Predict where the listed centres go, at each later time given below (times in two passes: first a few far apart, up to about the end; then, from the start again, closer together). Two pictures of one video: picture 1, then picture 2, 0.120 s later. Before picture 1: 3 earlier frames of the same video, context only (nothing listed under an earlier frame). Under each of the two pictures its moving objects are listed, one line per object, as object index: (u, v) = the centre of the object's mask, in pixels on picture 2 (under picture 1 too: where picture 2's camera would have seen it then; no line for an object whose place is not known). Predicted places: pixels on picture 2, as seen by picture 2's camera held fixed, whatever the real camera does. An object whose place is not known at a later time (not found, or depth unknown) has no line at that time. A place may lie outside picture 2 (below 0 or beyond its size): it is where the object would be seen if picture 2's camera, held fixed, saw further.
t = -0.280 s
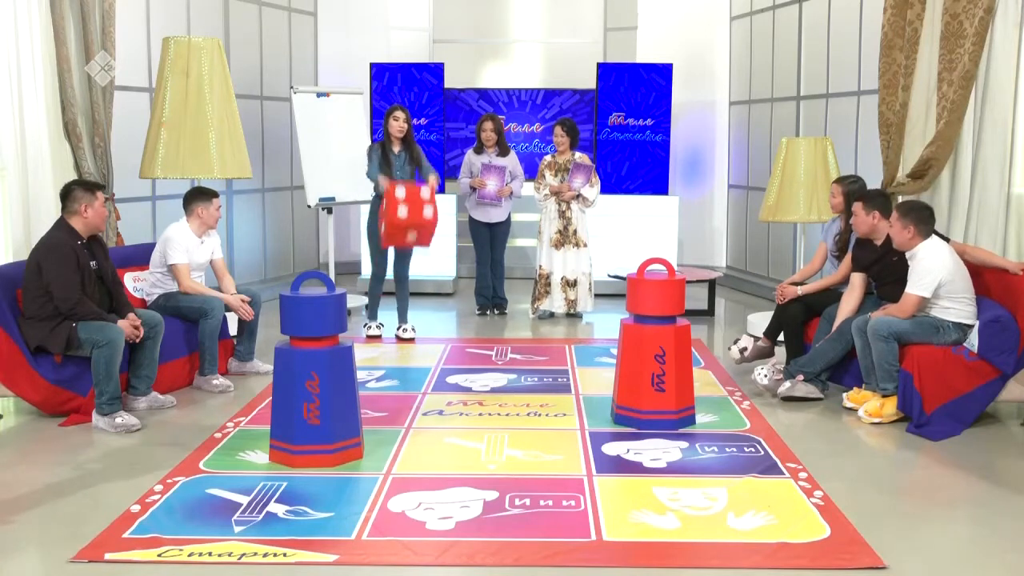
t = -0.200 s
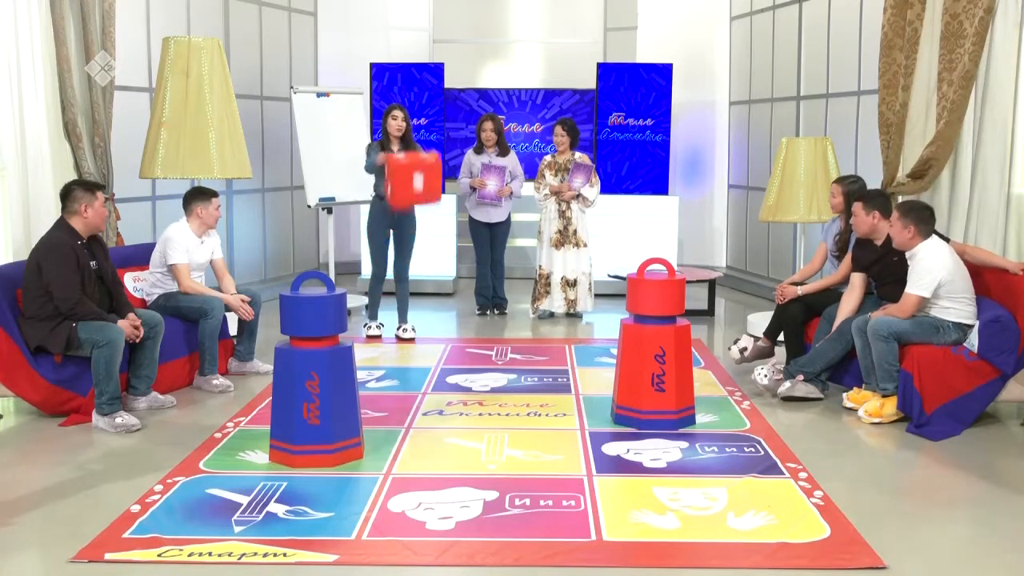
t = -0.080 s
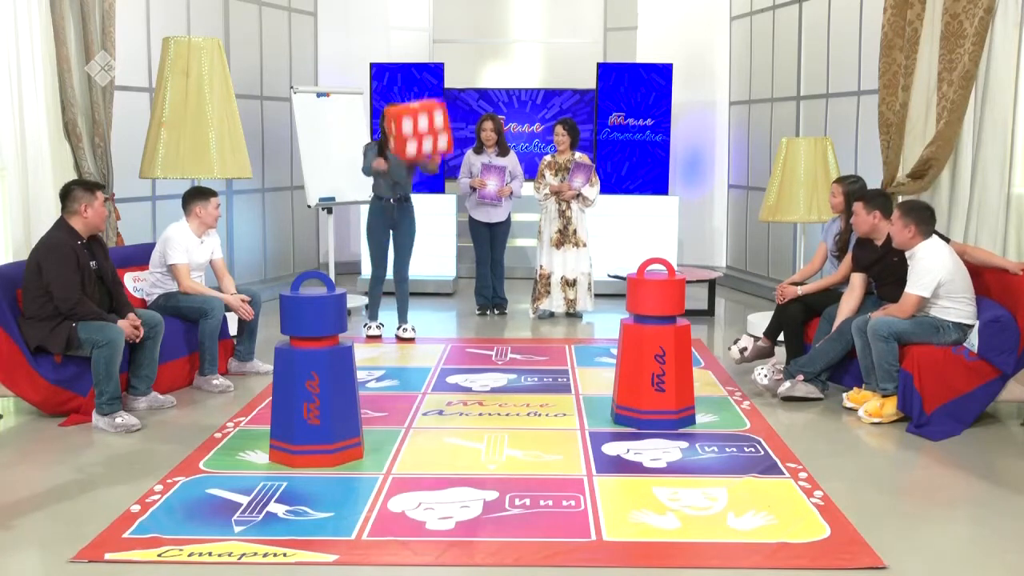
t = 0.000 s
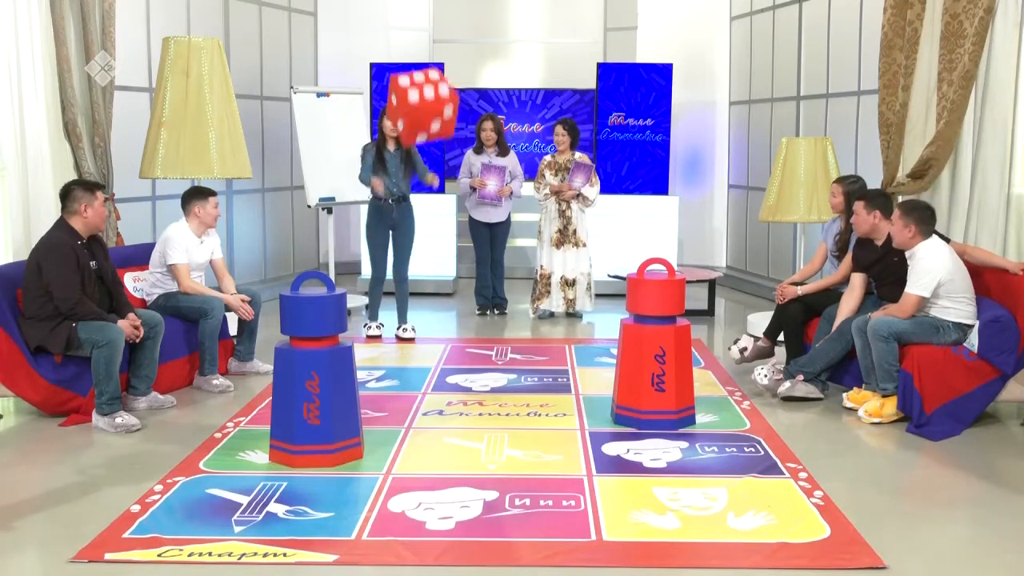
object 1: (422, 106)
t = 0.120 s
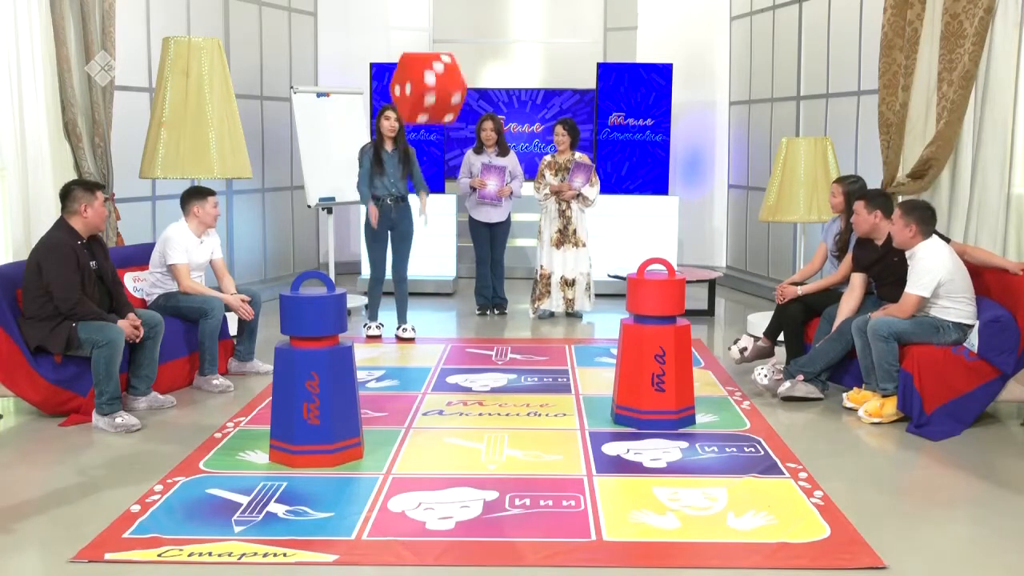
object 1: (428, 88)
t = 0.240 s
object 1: (435, 91)
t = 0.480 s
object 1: (449, 165)
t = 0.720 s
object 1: (467, 341)
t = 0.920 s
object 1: (482, 349)
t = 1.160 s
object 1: (505, 382)
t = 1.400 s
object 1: (520, 374)
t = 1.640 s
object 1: (519, 389)
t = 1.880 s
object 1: (506, 396)
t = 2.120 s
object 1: (510, 395)
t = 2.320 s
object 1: (509, 396)
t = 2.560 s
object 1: (509, 396)
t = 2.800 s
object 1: (509, 396)
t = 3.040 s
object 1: (509, 396)
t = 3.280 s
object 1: (509, 396)
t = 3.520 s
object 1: (509, 396)
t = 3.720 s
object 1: (509, 396)
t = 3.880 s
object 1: (509, 396)
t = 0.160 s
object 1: (430, 87)
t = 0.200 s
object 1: (433, 87)
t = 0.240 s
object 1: (435, 91)
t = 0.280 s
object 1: (437, 98)
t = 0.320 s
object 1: (440, 105)
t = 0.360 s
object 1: (442, 117)
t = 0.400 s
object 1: (444, 131)
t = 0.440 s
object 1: (447, 148)
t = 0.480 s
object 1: (449, 165)
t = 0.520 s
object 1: (452, 188)
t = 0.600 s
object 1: (460, 243)
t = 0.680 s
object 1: (465, 307)
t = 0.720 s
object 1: (467, 341)
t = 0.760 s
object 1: (470, 377)
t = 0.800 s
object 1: (473, 375)
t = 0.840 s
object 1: (475, 363)
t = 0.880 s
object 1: (478, 355)
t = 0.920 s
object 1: (482, 349)
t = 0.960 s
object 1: (486, 348)
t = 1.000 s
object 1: (489, 350)
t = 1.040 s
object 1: (493, 352)
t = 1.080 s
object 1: (496, 357)
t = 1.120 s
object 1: (500, 365)
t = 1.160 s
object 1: (505, 382)
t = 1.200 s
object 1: (508, 392)
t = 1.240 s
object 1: (510, 388)
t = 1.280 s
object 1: (512, 381)
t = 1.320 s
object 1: (515, 375)
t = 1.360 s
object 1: (517, 373)
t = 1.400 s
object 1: (520, 374)
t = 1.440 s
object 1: (522, 377)
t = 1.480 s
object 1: (525, 384)
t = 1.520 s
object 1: (526, 391)
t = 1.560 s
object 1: (525, 391)
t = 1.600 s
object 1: (522, 390)
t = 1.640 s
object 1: (519, 389)
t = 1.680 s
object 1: (516, 391)
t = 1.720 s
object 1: (513, 393)
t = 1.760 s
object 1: (511, 393)
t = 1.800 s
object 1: (509, 393)
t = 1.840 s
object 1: (507, 393)
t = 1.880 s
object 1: (506, 396)
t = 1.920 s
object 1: (504, 397)
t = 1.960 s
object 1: (506, 396)
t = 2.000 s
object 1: (507, 395)
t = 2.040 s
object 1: (509, 395)
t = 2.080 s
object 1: (510, 395)
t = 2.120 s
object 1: (510, 395)
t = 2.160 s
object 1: (509, 396)
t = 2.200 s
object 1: (508, 396)
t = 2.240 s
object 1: (508, 396)
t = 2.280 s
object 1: (508, 396)
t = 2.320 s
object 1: (509, 396)
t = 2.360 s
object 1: (509, 396)
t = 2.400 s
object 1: (509, 396)
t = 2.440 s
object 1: (509, 396)
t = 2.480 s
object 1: (509, 396)
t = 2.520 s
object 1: (509, 396)
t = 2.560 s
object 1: (509, 396)
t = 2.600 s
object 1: (509, 396)
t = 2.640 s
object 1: (509, 396)
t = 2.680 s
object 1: (509, 396)
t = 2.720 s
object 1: (509, 396)
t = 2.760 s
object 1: (509, 396)
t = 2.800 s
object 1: (509, 396)
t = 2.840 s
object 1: (509, 396)
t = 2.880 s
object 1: (509, 396)
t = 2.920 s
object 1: (509, 396)
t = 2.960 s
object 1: (509, 396)
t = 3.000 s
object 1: (509, 396)
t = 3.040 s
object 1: (509, 396)
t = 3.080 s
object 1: (509, 396)
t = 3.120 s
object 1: (509, 396)
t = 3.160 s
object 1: (509, 396)
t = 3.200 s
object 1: (509, 396)
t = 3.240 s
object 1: (509, 396)
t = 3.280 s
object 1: (509, 396)
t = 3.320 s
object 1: (509, 396)
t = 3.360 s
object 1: (509, 396)
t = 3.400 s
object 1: (509, 396)
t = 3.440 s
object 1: (509, 396)
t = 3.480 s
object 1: (509, 396)
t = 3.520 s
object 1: (509, 396)
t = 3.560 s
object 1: (509, 396)
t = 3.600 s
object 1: (509, 396)
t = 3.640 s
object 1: (509, 396)
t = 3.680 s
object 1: (509, 396)
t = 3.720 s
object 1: (509, 396)
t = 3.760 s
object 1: (509, 396)
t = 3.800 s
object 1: (509, 396)
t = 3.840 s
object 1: (509, 396)
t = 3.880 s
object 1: (509, 396)
